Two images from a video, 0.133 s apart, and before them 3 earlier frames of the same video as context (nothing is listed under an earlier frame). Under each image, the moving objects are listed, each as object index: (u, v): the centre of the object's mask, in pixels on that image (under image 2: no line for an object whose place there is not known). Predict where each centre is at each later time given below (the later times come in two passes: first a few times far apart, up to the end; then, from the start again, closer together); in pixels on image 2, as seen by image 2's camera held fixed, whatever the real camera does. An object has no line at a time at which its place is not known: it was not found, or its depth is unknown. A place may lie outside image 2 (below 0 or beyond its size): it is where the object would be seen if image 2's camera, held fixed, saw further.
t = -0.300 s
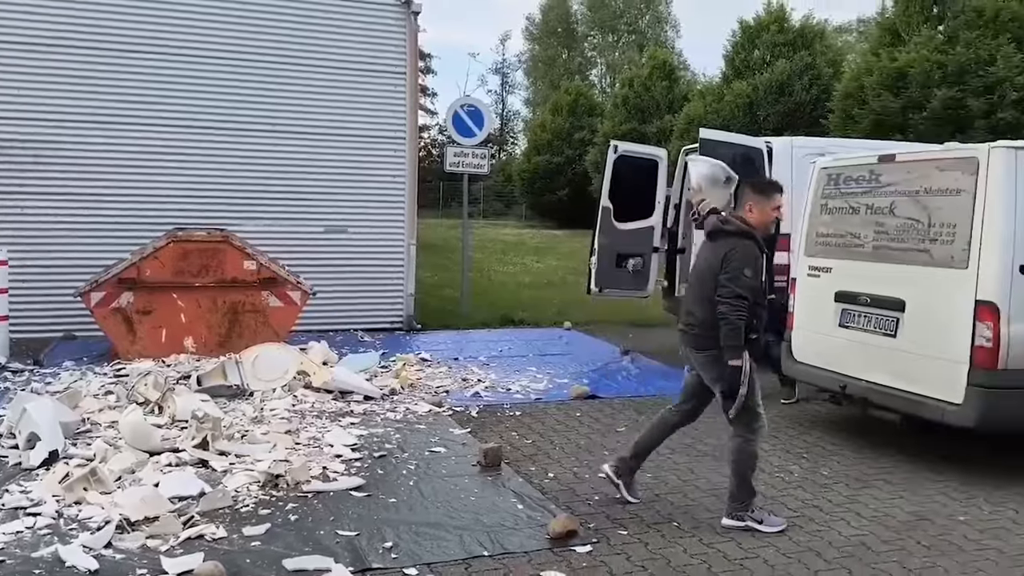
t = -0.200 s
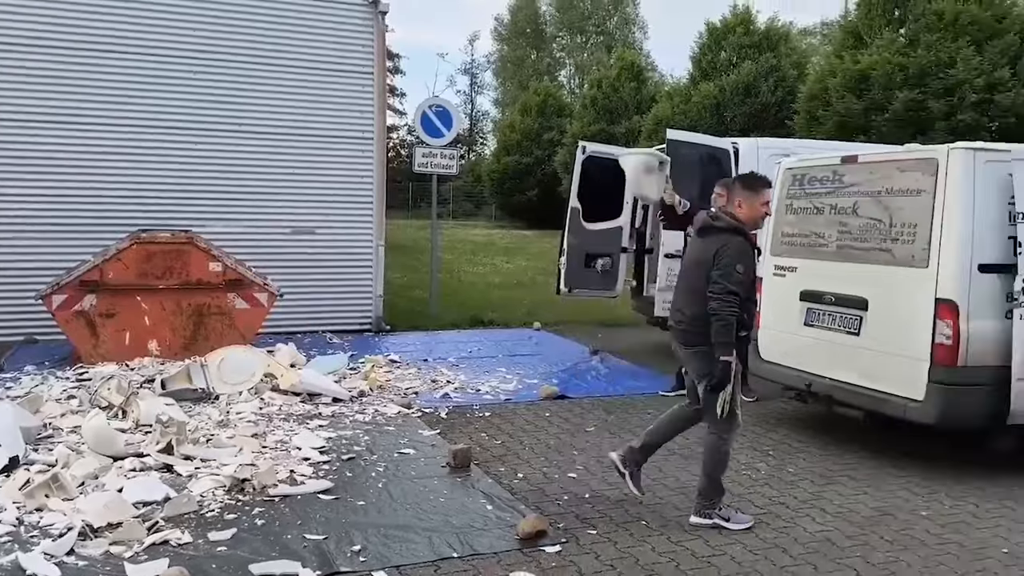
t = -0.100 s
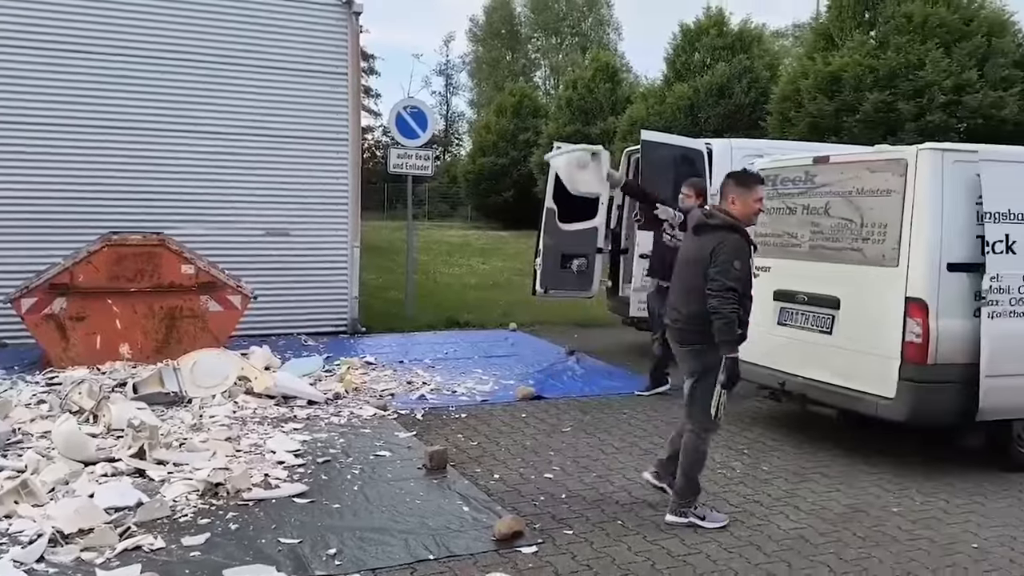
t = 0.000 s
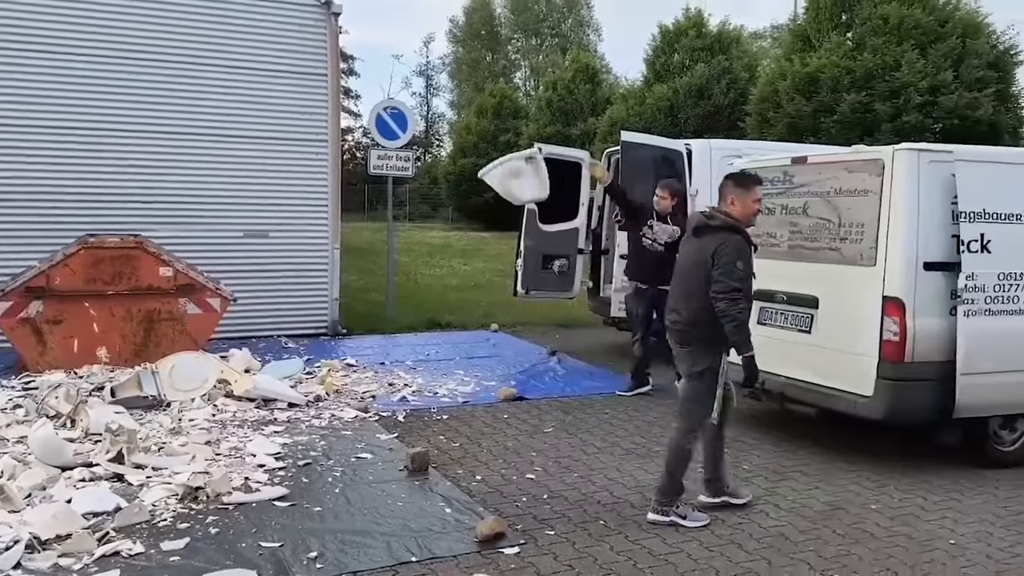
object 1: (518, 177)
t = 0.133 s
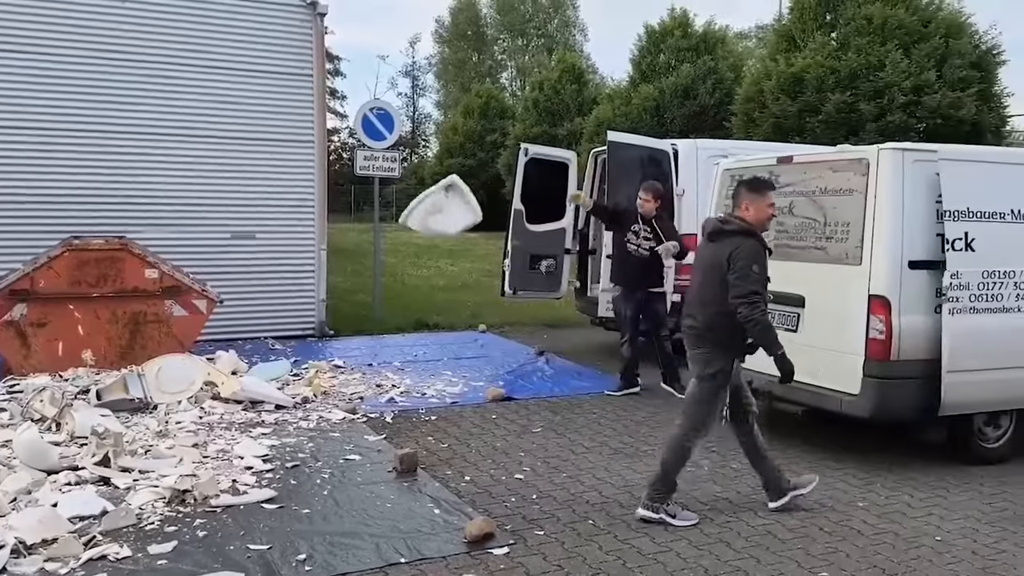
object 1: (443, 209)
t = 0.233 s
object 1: (392, 253)
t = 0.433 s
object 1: (278, 397)
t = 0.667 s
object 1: (250, 420)
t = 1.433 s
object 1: (247, 421)
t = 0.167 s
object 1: (426, 222)
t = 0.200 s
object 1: (410, 237)
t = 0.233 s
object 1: (392, 253)
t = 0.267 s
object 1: (375, 271)
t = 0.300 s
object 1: (356, 292)
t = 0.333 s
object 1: (337, 314)
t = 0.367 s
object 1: (318, 339)
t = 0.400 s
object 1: (299, 366)
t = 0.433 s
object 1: (278, 397)
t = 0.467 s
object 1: (280, 405)
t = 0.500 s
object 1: (273, 407)
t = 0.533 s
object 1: (268, 406)
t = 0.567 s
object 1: (262, 411)
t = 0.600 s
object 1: (258, 414)
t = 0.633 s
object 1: (252, 419)
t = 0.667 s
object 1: (250, 420)
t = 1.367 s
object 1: (248, 421)
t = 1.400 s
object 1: (247, 421)
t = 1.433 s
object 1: (247, 421)
